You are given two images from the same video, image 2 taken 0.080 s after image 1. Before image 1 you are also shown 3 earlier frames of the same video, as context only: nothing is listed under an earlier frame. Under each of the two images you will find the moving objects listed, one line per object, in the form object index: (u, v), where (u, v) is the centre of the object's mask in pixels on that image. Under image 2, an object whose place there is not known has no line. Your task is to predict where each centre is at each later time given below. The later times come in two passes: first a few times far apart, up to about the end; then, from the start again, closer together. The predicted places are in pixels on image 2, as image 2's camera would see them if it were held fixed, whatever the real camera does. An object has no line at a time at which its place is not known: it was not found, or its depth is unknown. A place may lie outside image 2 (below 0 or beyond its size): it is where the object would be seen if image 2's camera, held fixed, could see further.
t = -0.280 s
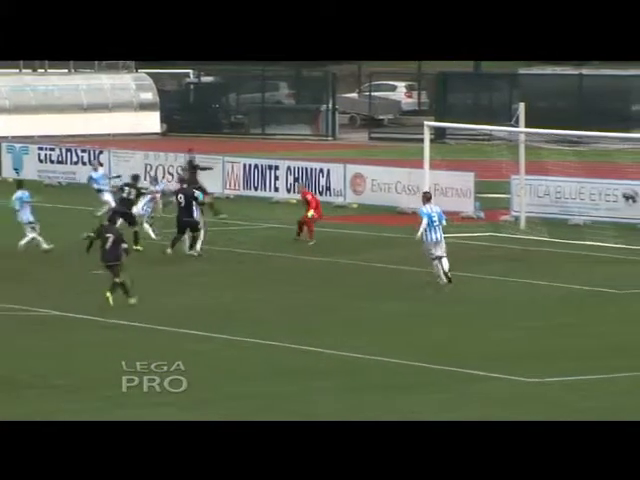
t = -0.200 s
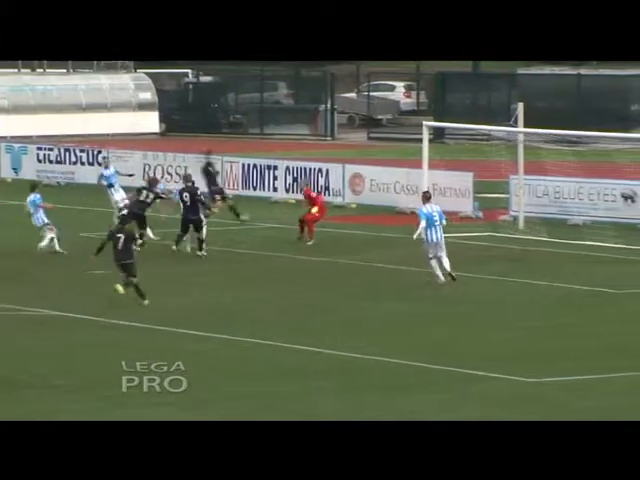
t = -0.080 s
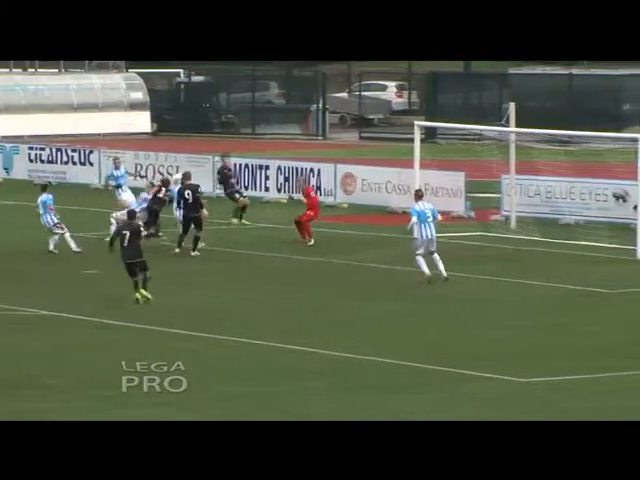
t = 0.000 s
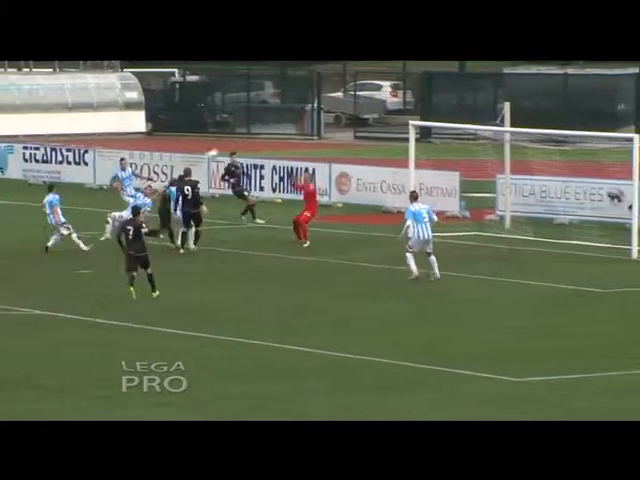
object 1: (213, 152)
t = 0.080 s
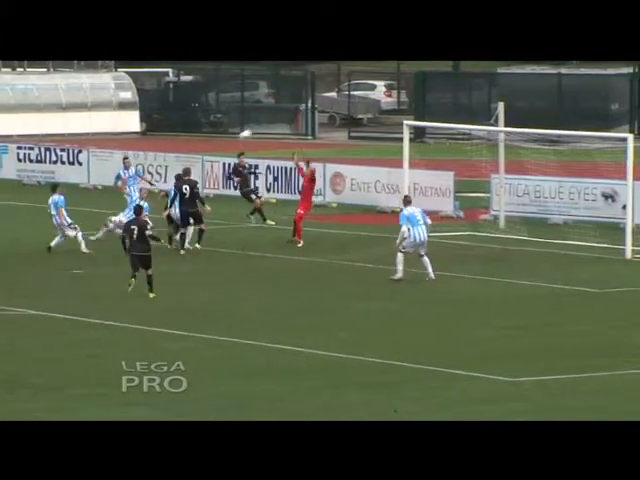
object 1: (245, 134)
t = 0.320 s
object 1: (358, 95)
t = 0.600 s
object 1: (481, 86)
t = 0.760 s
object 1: (549, 96)
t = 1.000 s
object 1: (649, 132)
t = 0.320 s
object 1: (358, 95)
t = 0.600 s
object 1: (481, 86)
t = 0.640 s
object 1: (498, 88)
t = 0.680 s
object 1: (515, 90)
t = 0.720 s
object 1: (532, 93)
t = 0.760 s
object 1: (549, 96)
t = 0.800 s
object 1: (566, 101)
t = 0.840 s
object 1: (583, 106)
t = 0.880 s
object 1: (599, 112)
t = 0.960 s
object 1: (633, 126)
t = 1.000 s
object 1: (649, 132)
